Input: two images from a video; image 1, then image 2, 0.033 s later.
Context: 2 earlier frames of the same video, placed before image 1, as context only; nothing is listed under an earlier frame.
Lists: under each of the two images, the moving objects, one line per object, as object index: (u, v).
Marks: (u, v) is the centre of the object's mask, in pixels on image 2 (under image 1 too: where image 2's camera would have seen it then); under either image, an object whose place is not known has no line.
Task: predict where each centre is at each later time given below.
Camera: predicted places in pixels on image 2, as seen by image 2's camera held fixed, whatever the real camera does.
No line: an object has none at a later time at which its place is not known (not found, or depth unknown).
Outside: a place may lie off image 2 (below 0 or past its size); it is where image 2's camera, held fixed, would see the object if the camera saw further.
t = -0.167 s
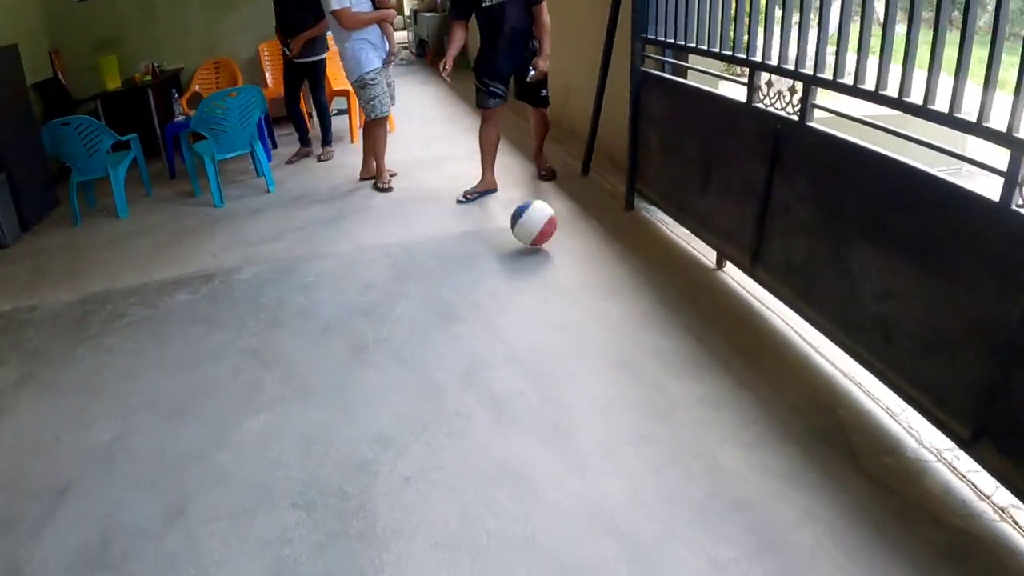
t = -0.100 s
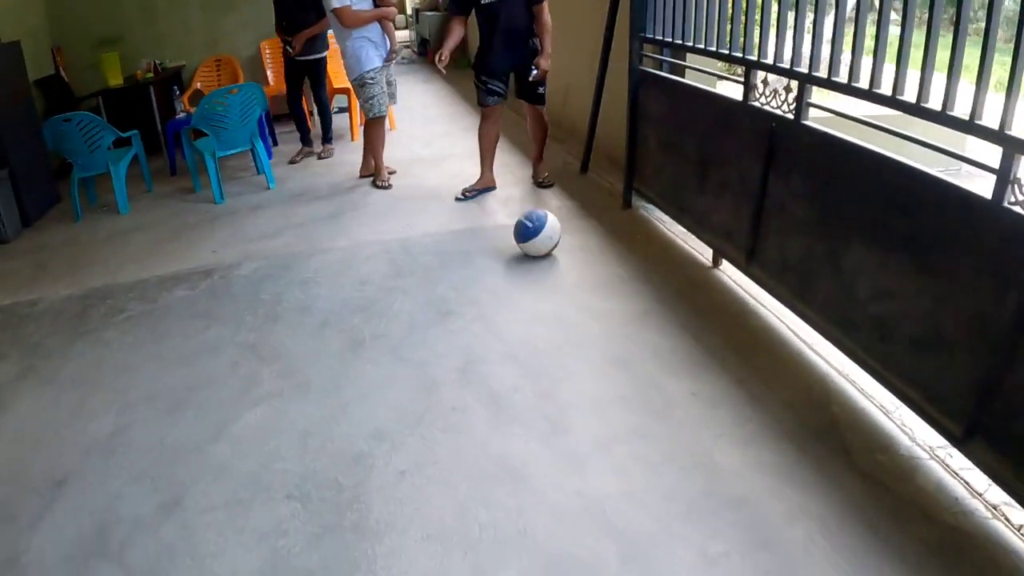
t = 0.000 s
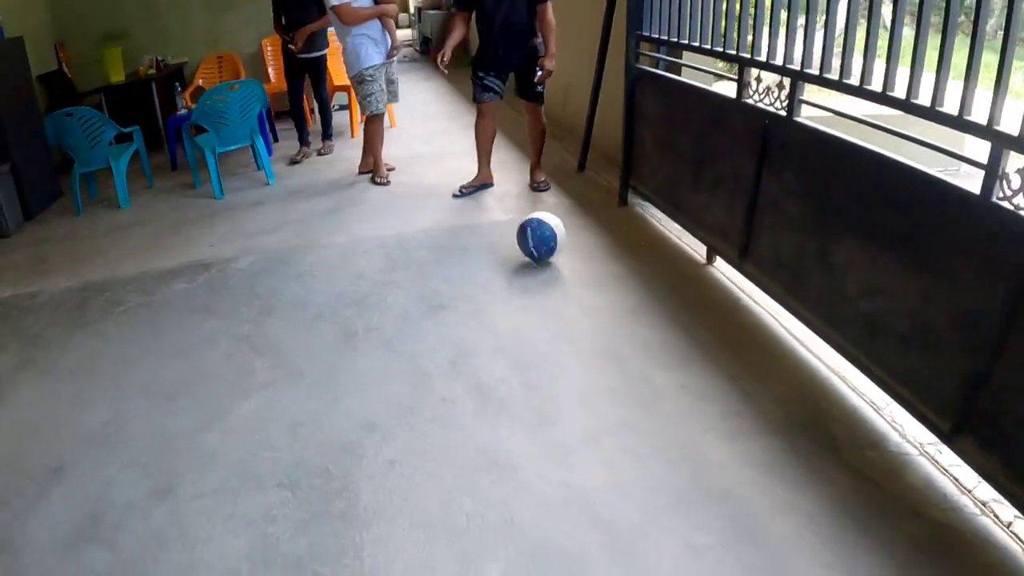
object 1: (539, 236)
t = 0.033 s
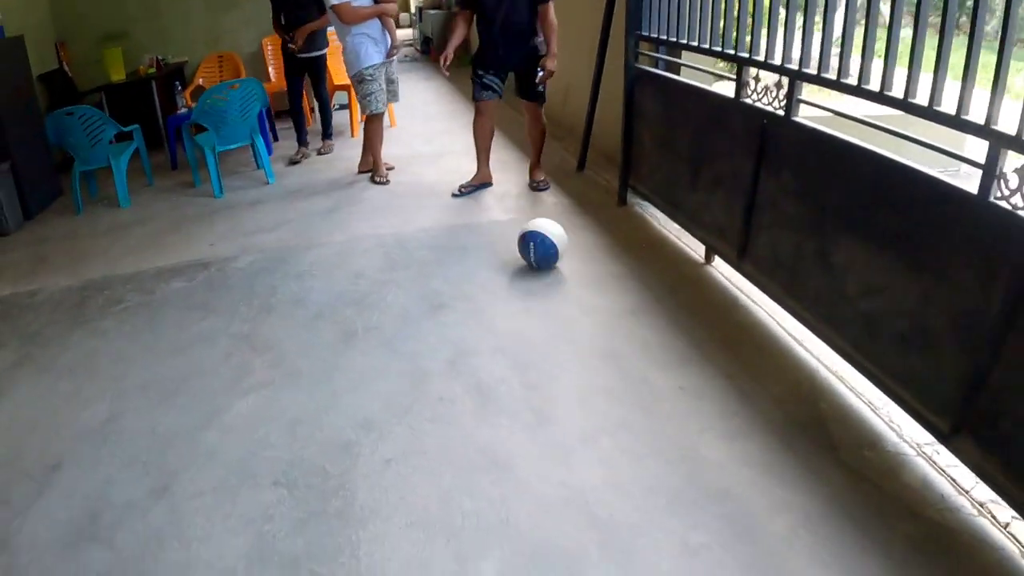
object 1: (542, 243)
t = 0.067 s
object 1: (544, 247)
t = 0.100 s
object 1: (548, 251)
